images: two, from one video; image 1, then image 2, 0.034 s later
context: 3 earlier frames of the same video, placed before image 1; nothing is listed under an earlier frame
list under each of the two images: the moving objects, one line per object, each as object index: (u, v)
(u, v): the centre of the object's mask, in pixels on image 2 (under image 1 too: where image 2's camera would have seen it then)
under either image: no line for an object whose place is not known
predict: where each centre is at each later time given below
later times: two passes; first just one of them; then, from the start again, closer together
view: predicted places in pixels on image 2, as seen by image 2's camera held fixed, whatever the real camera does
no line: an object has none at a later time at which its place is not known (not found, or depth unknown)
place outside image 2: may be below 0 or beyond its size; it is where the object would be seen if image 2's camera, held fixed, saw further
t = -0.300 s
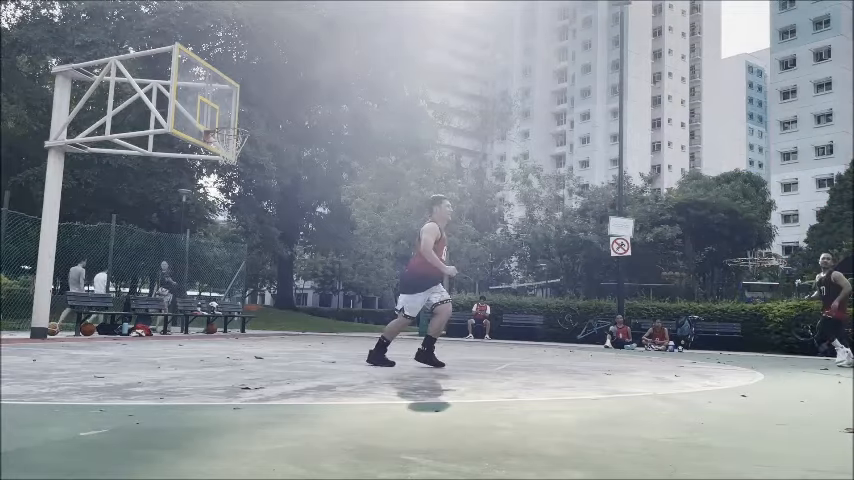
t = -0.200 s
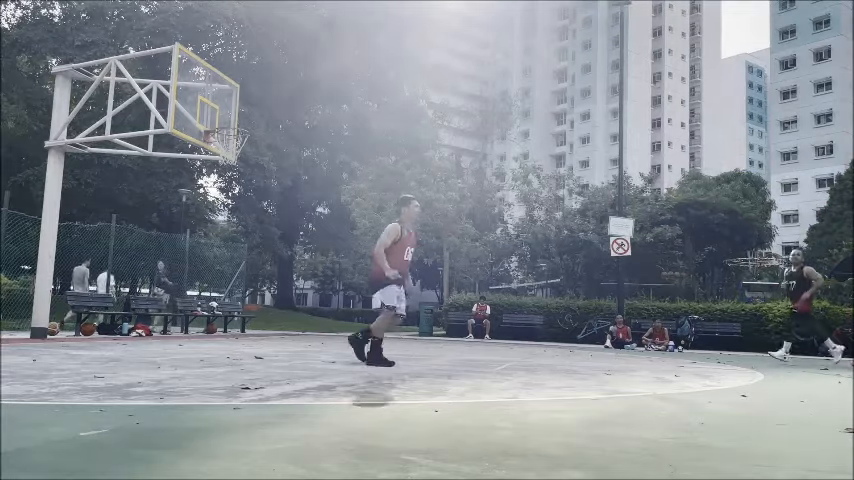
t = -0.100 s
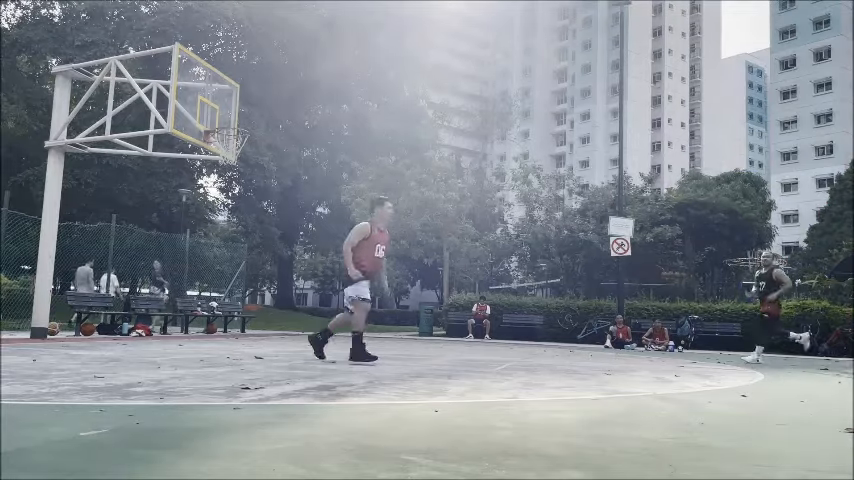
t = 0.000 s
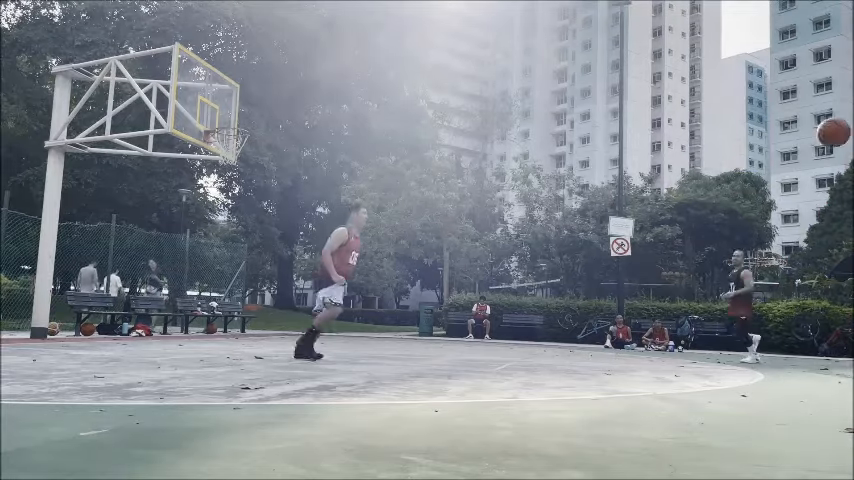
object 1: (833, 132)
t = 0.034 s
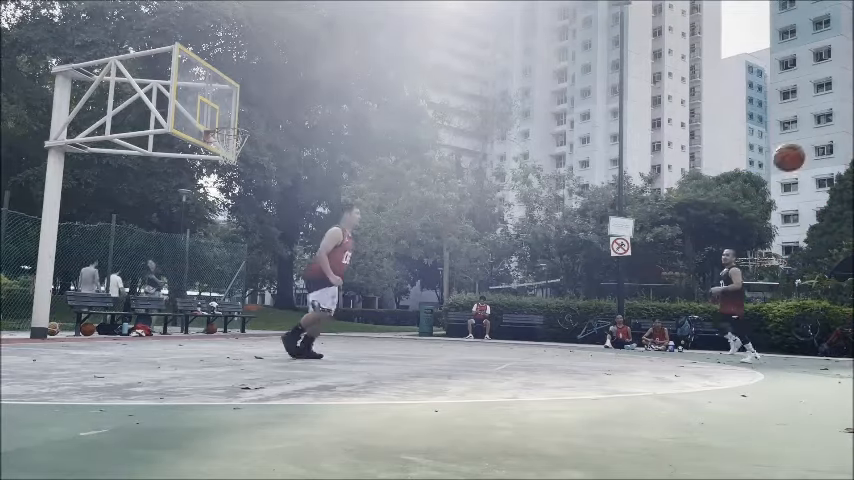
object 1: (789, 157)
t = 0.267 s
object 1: (529, 337)
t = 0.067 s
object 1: (746, 181)
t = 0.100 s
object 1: (705, 208)
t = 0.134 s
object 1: (667, 233)
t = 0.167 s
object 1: (630, 259)
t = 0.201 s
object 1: (594, 284)
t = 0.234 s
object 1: (562, 310)
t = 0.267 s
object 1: (529, 337)
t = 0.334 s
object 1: (483, 328)
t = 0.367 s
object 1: (465, 307)
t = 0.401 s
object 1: (447, 285)
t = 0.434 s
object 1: (430, 268)
